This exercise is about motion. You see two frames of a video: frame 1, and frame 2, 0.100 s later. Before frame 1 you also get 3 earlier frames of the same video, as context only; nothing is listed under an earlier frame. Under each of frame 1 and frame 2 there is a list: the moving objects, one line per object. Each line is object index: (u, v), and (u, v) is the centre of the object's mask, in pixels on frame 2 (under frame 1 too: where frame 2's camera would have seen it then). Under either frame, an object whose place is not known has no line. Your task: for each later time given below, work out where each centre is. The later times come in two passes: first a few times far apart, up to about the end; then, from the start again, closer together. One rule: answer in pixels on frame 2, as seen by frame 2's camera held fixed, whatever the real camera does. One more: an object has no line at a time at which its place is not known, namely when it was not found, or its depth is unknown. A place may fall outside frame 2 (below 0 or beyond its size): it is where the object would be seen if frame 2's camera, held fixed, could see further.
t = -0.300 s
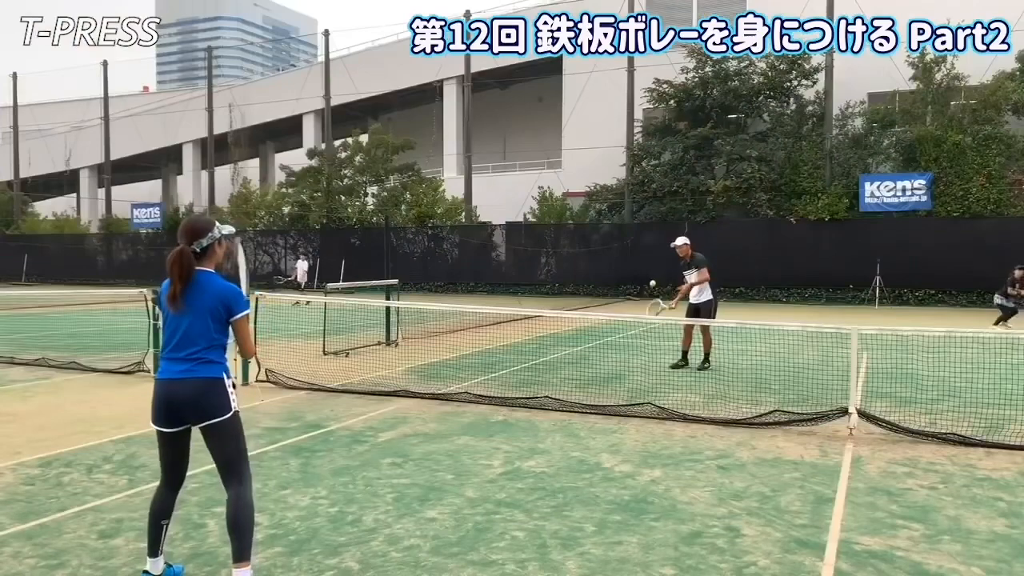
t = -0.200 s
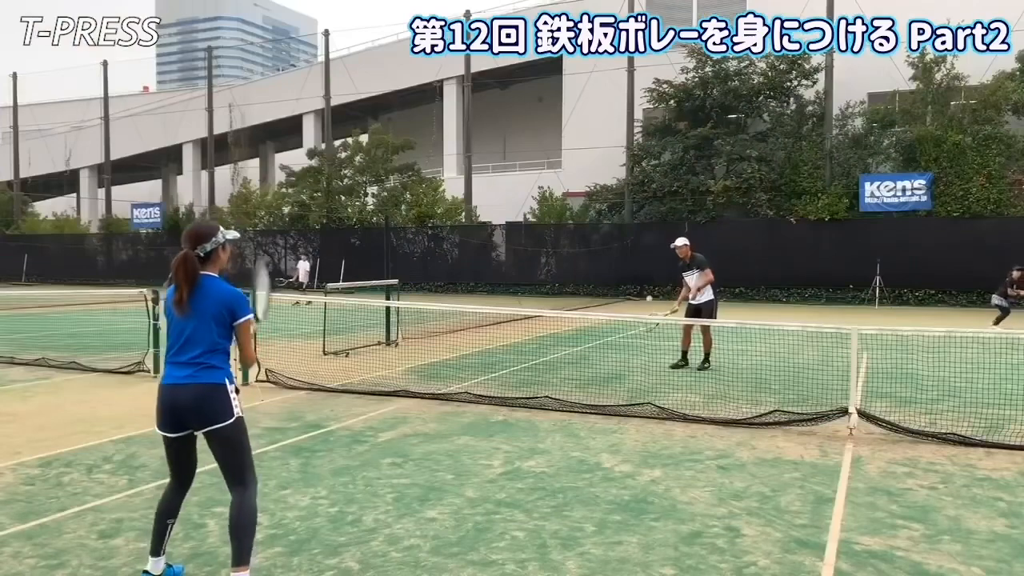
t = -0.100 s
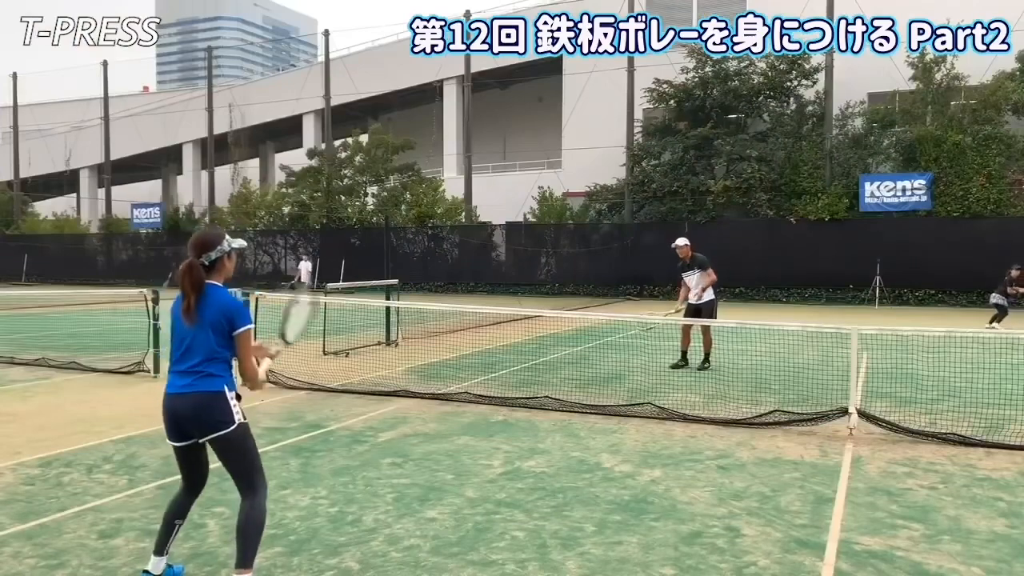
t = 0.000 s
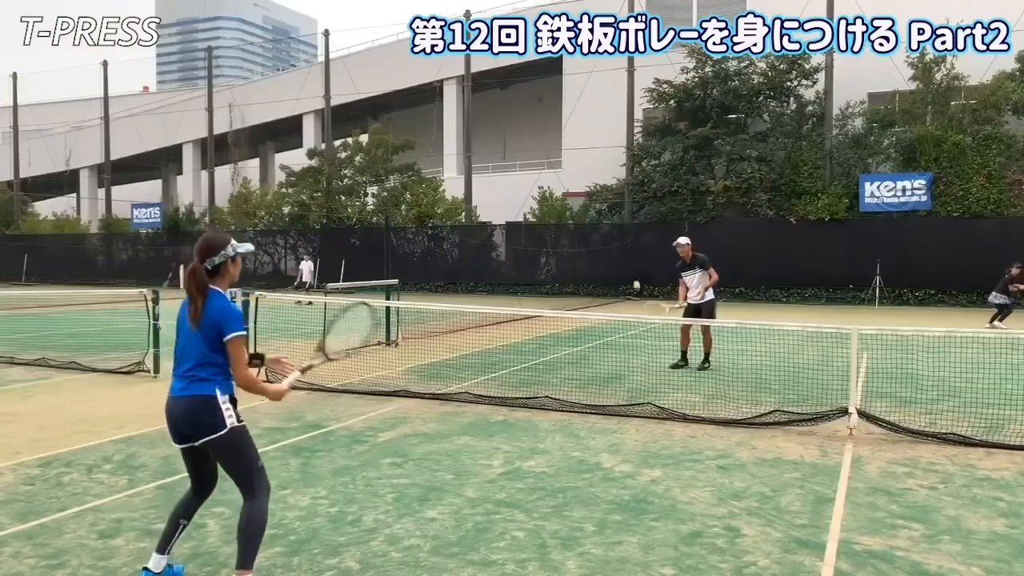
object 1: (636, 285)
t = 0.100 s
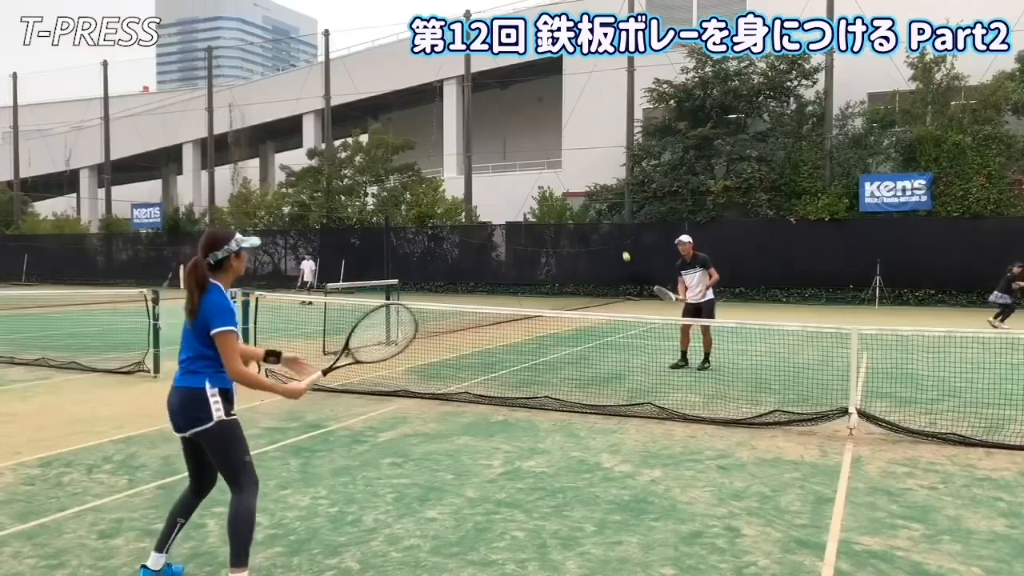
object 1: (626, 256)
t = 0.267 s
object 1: (603, 219)
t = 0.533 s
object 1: (542, 209)
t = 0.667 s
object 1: (489, 252)
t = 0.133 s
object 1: (622, 248)
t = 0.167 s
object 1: (618, 239)
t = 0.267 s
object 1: (603, 219)
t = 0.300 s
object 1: (597, 214)
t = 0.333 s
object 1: (591, 209)
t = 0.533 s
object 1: (542, 209)
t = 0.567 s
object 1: (531, 215)
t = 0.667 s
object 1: (489, 252)
